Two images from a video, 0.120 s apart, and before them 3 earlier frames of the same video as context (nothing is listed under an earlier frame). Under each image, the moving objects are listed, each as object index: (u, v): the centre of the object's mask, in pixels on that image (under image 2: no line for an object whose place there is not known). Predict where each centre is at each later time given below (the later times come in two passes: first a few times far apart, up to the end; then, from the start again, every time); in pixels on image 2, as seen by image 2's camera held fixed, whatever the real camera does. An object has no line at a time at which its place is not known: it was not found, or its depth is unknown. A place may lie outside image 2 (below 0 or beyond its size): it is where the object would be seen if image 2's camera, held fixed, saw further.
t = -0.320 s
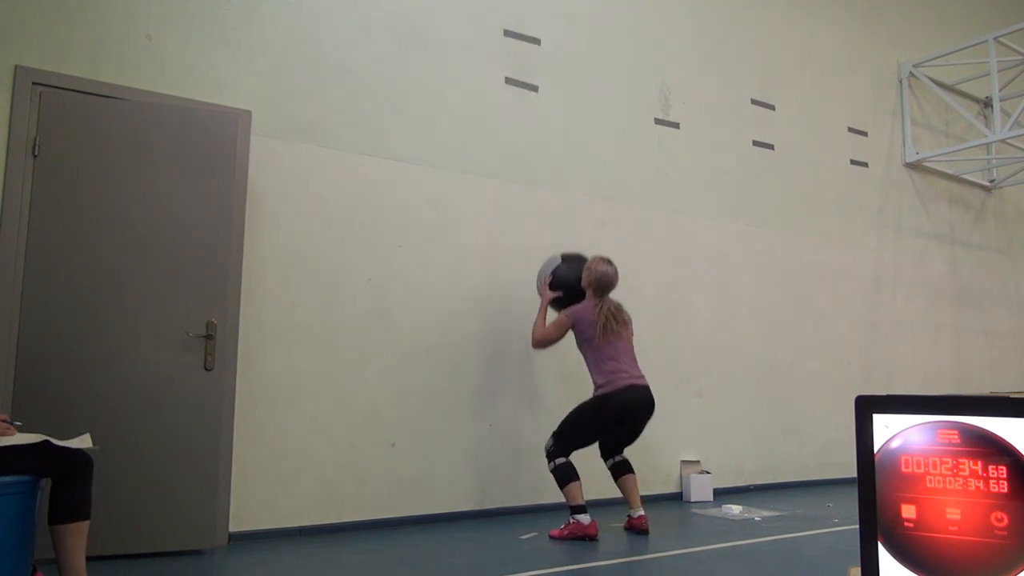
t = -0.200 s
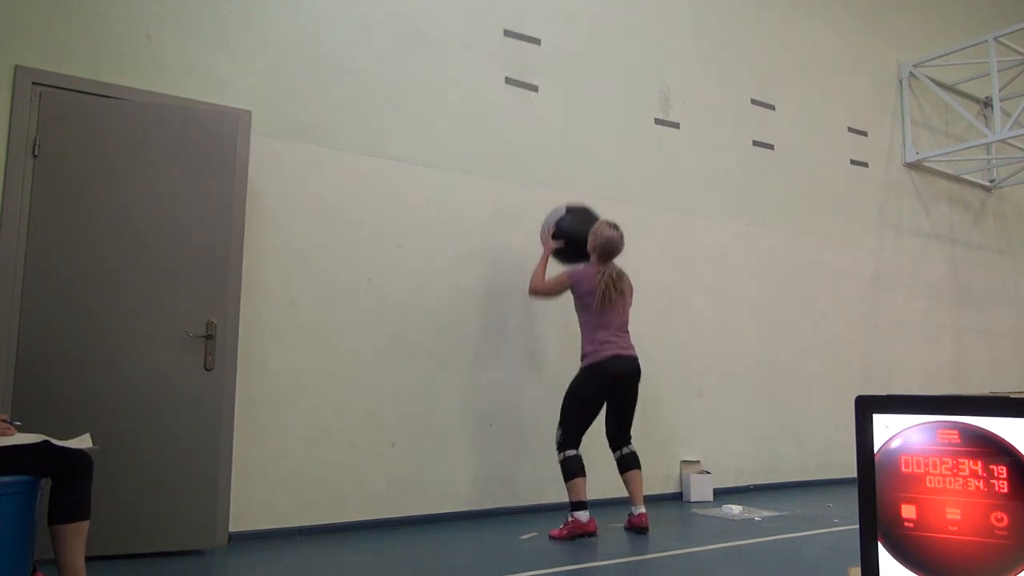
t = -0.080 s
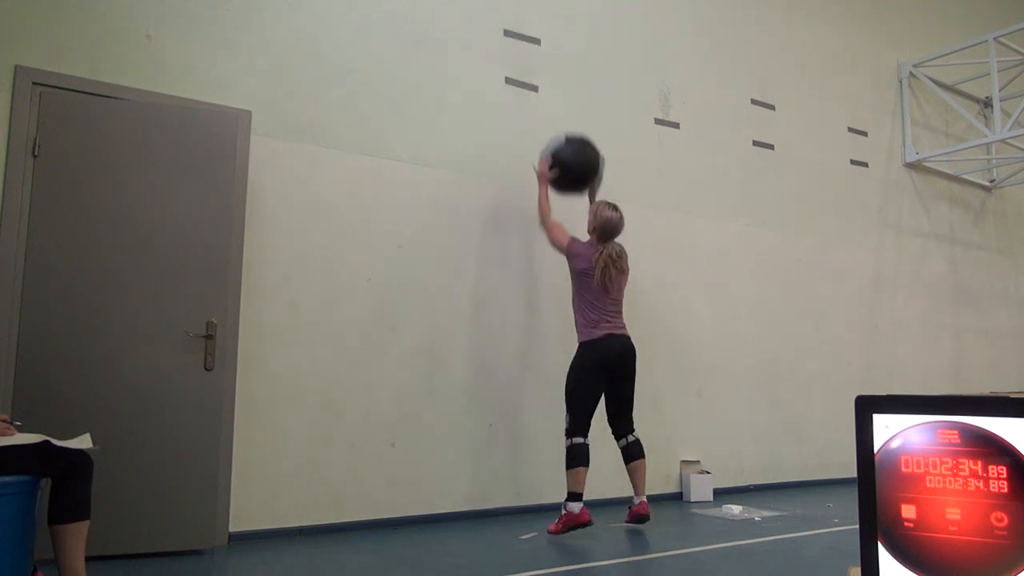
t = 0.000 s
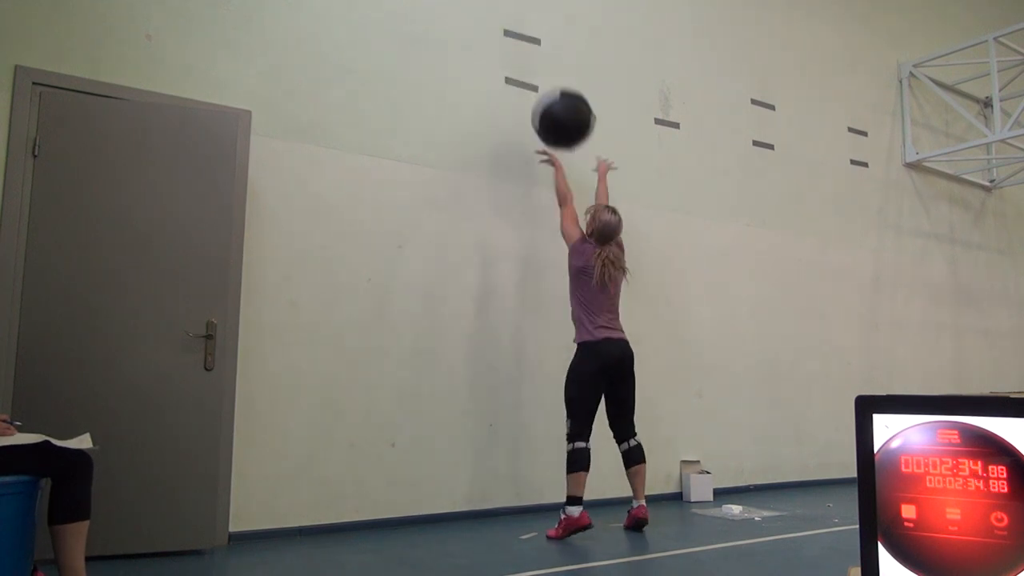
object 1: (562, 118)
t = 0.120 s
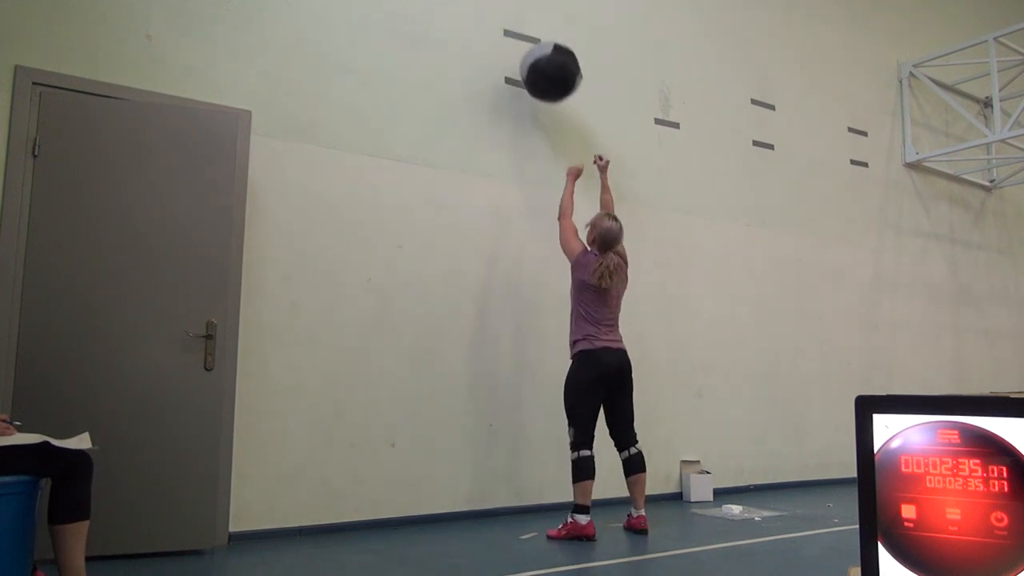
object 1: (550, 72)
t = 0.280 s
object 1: (535, 46)
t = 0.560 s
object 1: (549, 79)
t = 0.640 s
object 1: (554, 112)
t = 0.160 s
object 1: (546, 62)
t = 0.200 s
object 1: (542, 54)
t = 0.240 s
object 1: (538, 48)
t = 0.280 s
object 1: (535, 46)
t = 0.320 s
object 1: (536, 44)
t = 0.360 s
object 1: (539, 44)
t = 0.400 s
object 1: (541, 46)
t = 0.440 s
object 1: (543, 50)
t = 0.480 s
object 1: (545, 57)
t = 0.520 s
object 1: (547, 67)
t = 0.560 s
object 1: (549, 79)
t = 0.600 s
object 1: (552, 94)
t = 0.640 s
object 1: (554, 112)
